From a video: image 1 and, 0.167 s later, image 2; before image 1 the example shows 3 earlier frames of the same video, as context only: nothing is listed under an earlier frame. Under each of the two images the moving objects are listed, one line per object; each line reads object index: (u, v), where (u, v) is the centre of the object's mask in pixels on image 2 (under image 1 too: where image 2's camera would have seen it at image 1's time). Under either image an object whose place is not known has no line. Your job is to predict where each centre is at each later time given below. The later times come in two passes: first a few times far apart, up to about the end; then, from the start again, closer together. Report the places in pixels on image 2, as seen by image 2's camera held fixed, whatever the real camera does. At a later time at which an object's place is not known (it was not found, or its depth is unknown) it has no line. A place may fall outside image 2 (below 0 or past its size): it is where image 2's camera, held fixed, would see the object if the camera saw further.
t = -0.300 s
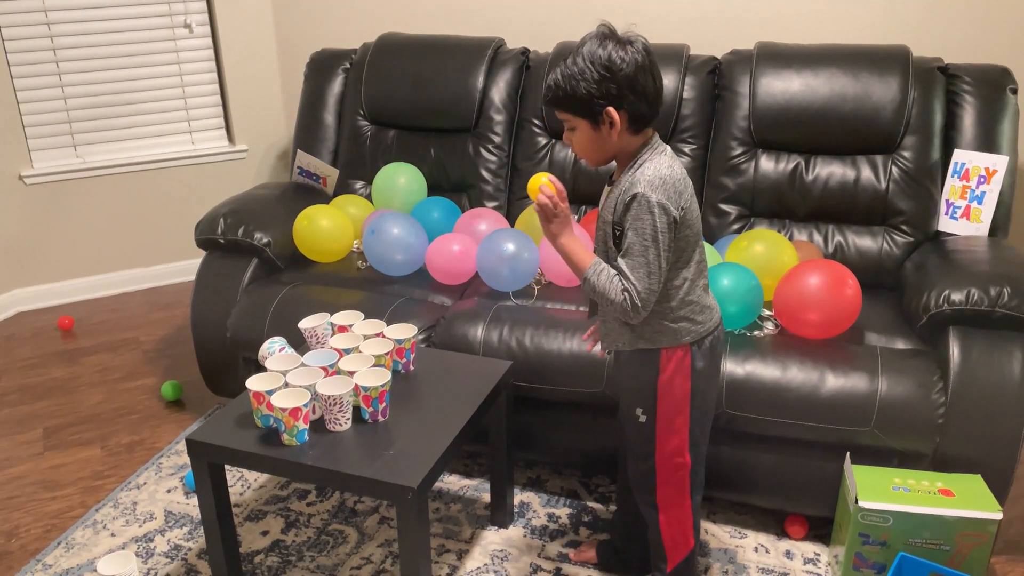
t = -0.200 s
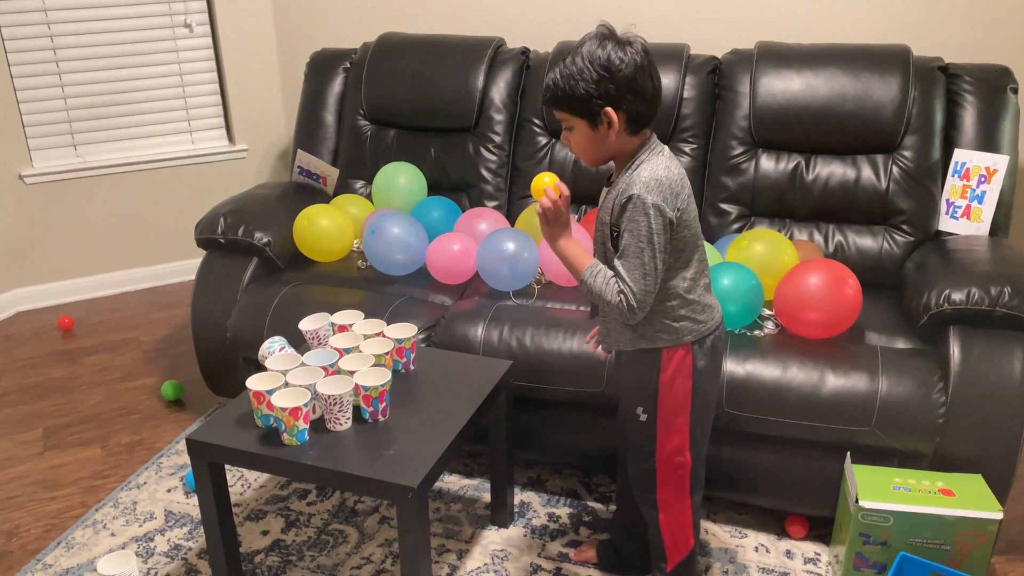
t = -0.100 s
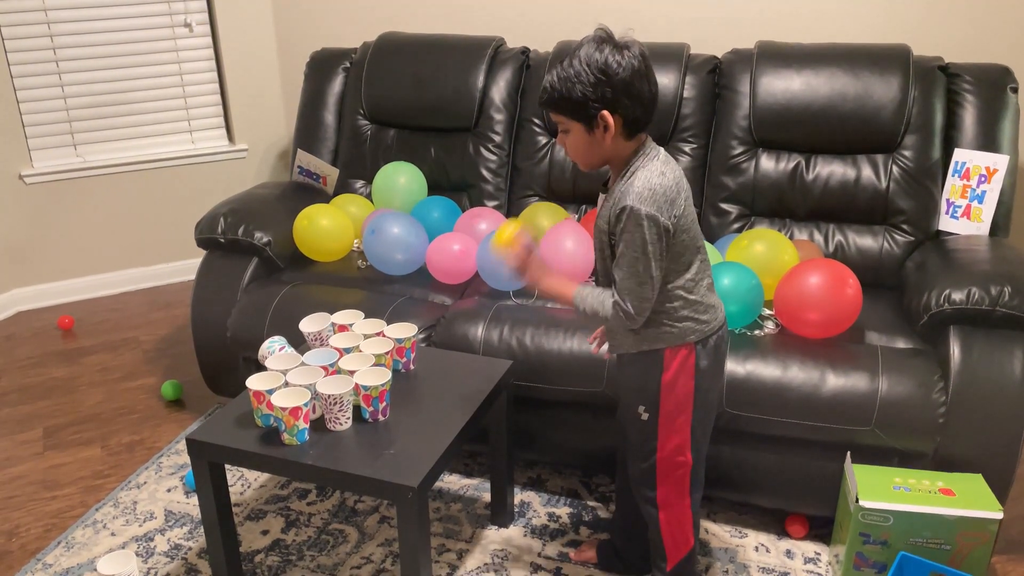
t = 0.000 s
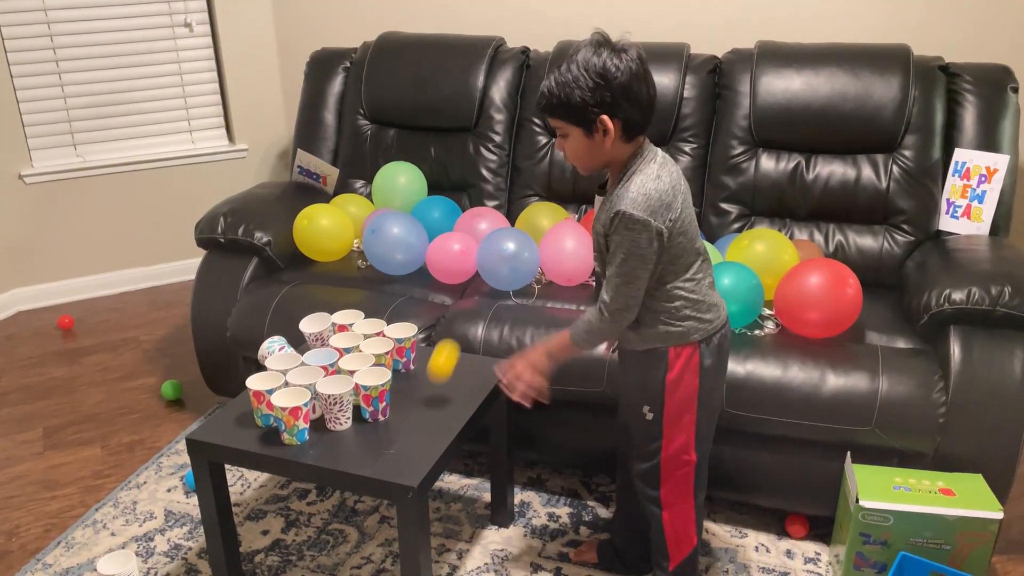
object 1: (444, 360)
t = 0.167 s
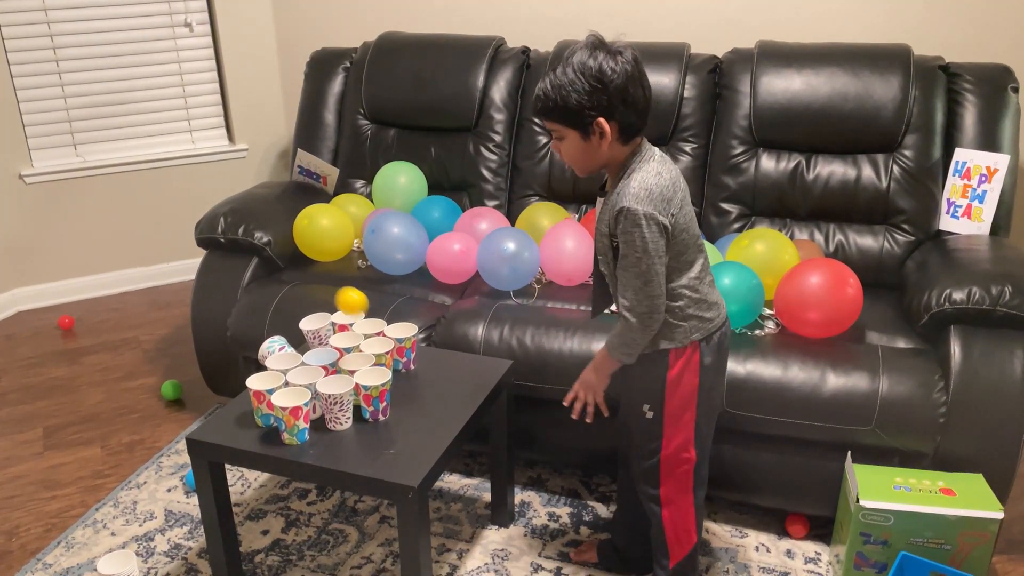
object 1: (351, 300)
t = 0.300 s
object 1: (283, 295)
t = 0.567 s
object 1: (189, 488)
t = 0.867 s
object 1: (68, 503)
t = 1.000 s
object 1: (25, 557)
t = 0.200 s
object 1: (334, 293)
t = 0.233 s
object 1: (316, 288)
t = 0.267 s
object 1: (299, 289)
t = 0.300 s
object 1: (283, 295)
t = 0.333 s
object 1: (268, 305)
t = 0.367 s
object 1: (254, 319)
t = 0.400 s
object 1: (241, 338)
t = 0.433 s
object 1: (228, 361)
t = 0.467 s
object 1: (218, 389)
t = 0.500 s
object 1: (207, 411)
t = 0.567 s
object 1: (189, 488)
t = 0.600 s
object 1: (189, 526)
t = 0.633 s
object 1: (183, 556)
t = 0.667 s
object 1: (165, 538)
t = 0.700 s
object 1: (148, 522)
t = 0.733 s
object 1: (130, 510)
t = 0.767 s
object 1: (112, 502)
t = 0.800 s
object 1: (97, 498)
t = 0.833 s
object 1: (82, 499)
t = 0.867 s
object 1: (68, 503)
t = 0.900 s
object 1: (56, 511)
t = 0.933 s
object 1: (44, 523)
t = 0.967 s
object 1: (34, 539)
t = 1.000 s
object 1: (25, 557)
